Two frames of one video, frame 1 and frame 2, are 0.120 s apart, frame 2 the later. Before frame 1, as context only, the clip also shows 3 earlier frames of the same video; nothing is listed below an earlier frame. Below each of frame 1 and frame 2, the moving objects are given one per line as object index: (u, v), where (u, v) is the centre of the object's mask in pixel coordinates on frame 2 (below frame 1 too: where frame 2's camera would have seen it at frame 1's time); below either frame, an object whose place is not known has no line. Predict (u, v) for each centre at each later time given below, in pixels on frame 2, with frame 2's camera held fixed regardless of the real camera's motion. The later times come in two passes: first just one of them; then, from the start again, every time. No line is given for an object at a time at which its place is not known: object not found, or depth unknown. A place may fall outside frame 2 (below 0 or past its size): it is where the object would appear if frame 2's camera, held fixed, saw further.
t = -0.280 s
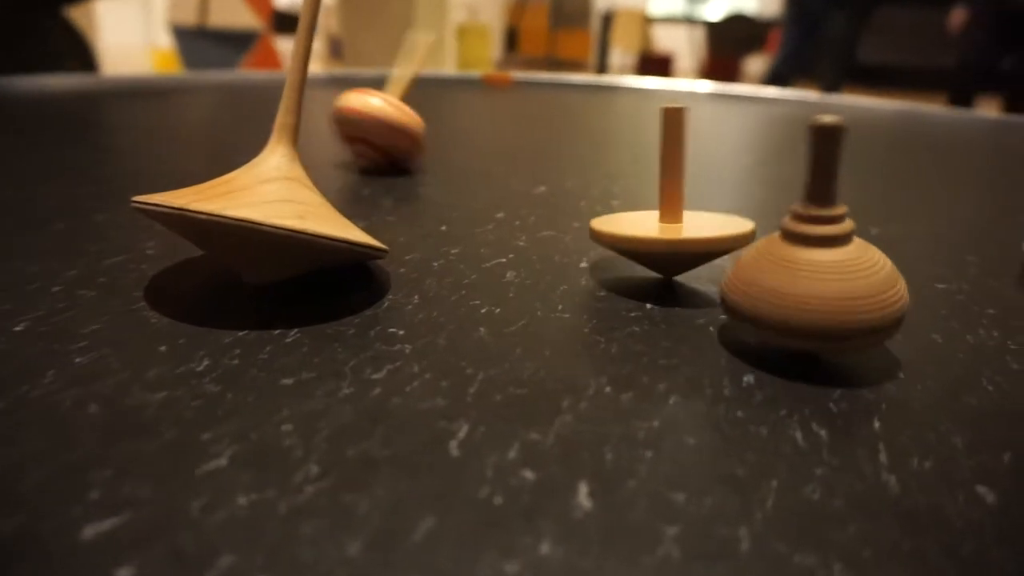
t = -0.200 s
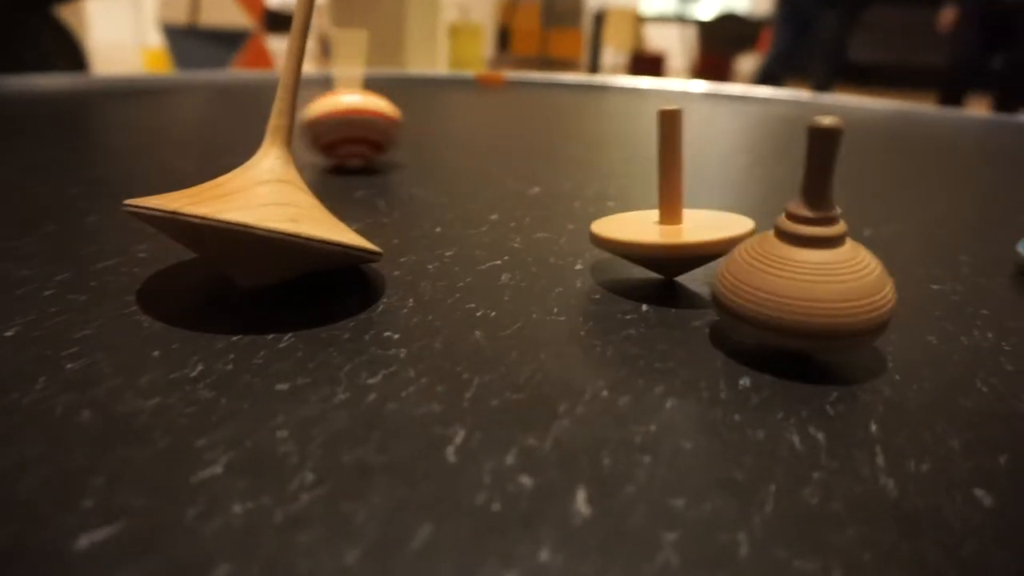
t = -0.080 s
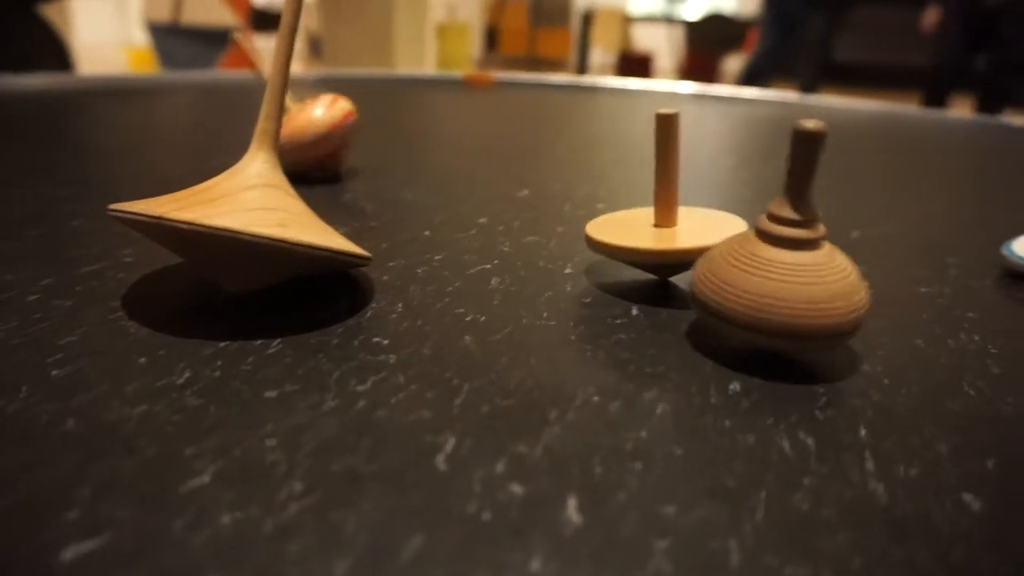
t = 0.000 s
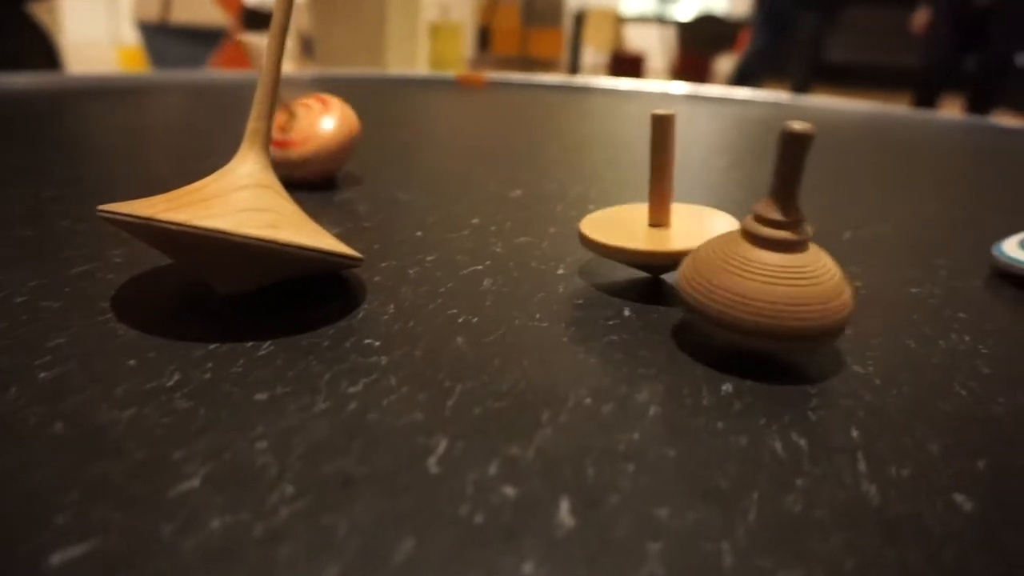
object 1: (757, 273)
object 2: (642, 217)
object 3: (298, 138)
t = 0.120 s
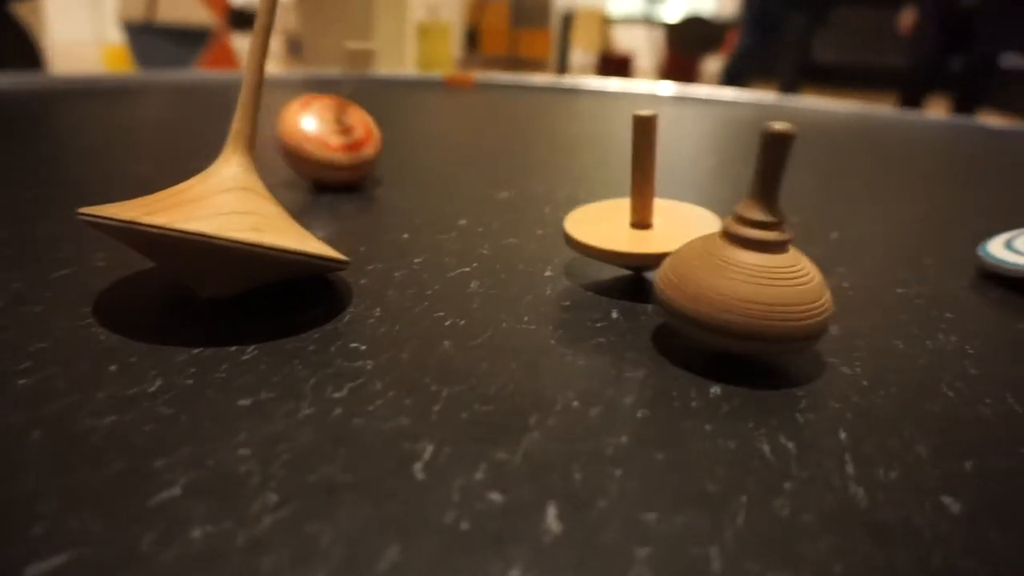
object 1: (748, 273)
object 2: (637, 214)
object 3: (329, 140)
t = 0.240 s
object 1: (748, 276)
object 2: (634, 214)
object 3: (350, 131)
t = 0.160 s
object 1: (749, 275)
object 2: (636, 215)
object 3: (341, 132)
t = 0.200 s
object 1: (749, 275)
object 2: (635, 214)
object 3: (348, 132)
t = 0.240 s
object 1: (748, 276)
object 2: (634, 214)
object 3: (350, 131)
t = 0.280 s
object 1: (750, 277)
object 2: (633, 214)
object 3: (350, 126)
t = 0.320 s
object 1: (751, 278)
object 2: (630, 213)
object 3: (345, 117)
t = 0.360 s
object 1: (754, 279)
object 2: (630, 214)
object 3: (334, 114)
